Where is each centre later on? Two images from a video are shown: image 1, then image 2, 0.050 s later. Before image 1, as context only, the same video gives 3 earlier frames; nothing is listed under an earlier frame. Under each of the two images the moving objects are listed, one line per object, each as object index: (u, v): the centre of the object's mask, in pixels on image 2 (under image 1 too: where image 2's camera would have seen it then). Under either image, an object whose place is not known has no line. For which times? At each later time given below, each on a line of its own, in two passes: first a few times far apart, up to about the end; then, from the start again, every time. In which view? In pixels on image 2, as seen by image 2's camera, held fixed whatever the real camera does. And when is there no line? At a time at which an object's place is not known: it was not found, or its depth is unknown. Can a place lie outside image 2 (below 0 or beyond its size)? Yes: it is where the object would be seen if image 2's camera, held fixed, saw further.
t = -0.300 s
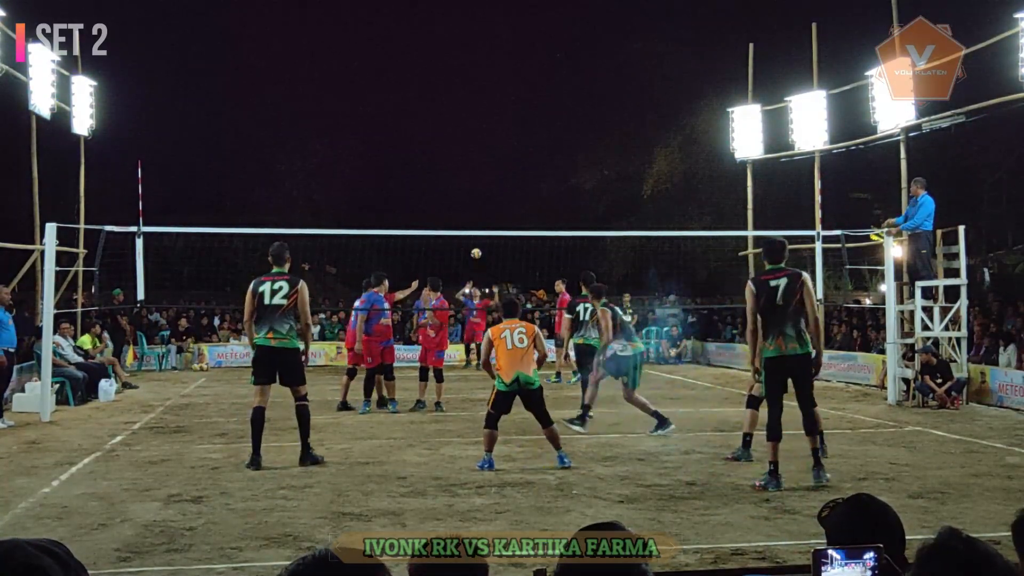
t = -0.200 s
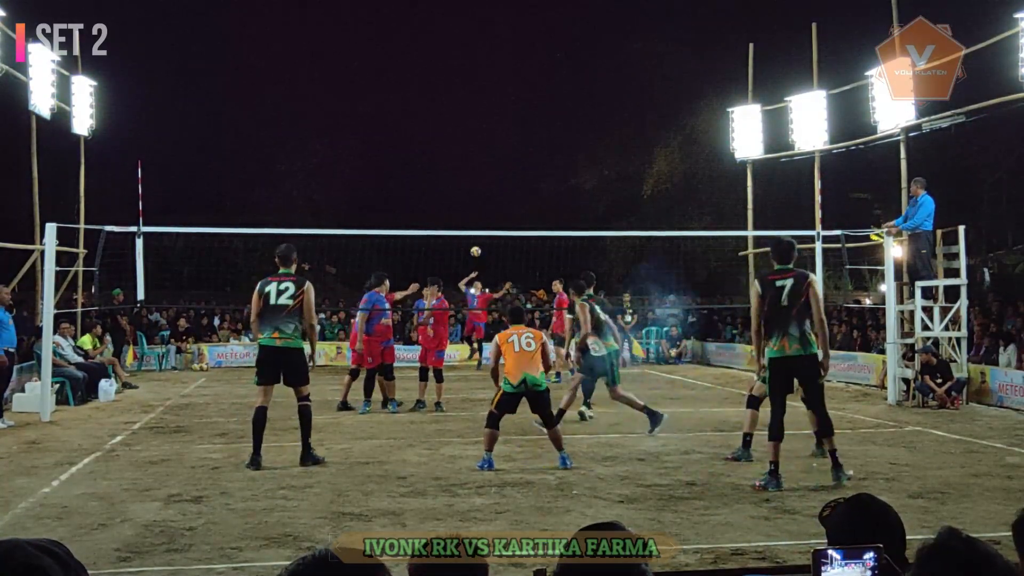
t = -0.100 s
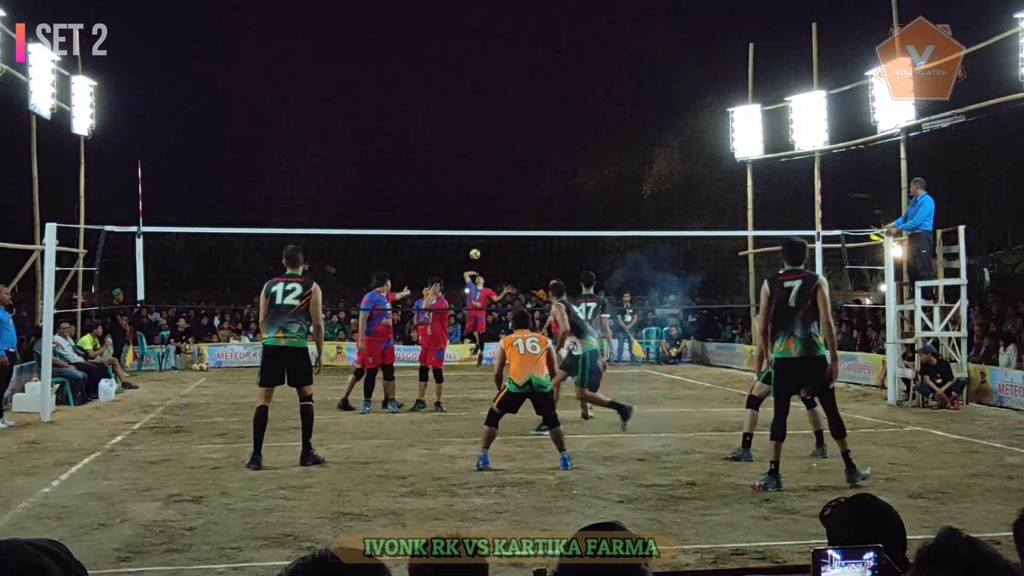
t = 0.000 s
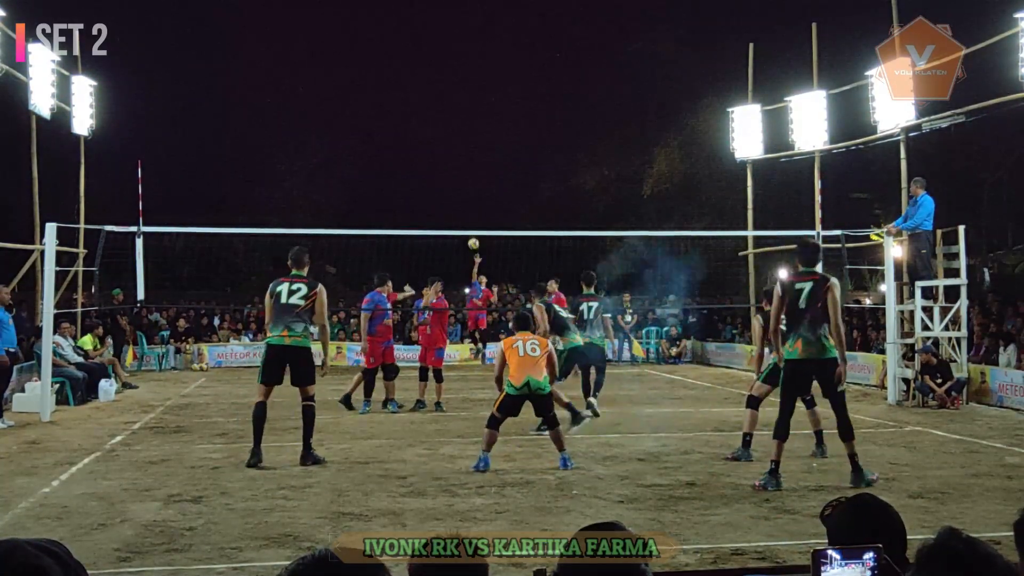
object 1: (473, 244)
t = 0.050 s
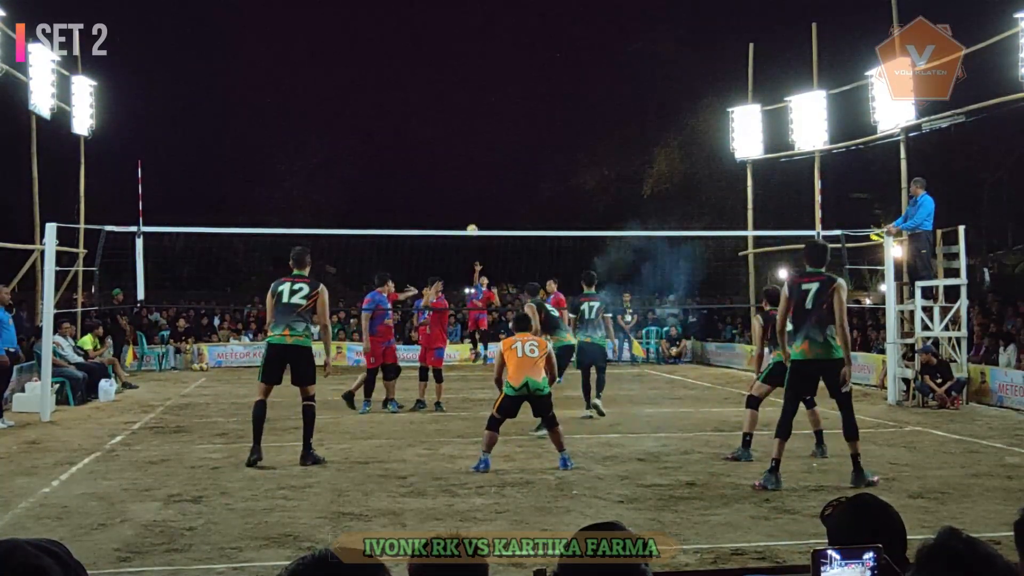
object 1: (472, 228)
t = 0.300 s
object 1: (470, 173)
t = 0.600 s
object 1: (457, 137)
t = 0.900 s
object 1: (427, 153)
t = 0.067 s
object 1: (472, 225)
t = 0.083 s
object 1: (471, 221)
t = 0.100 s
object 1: (471, 217)
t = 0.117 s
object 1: (471, 213)
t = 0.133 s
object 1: (471, 209)
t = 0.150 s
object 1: (471, 205)
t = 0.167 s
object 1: (471, 201)
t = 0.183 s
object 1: (471, 197)
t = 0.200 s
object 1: (471, 194)
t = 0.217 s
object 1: (471, 190)
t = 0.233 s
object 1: (471, 186)
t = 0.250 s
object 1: (471, 183)
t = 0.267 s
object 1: (471, 180)
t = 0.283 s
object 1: (470, 176)
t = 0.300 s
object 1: (470, 173)
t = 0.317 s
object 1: (470, 170)
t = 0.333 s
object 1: (470, 167)
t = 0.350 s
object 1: (469, 165)
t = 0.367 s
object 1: (469, 162)
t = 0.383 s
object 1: (468, 159)
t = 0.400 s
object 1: (468, 157)
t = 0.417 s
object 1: (467, 155)
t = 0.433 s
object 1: (466, 153)
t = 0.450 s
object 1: (466, 150)
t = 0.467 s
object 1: (465, 148)
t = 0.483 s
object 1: (464, 147)
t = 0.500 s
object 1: (463, 145)
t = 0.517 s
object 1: (462, 143)
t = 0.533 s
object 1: (461, 142)
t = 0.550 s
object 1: (460, 140)
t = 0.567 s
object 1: (459, 139)
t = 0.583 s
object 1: (458, 138)
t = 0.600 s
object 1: (457, 137)
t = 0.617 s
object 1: (455, 137)
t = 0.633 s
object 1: (454, 136)
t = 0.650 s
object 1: (453, 136)
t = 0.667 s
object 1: (451, 136)
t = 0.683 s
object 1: (450, 136)
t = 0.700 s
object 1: (448, 136)
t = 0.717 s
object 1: (447, 136)
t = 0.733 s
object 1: (446, 136)
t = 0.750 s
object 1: (444, 137)
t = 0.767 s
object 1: (442, 138)
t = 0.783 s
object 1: (441, 139)
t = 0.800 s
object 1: (439, 140)
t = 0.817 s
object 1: (437, 141)
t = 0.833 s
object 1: (435, 143)
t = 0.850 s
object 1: (433, 145)
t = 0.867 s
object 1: (431, 148)
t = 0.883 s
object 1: (429, 150)
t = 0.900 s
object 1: (427, 153)
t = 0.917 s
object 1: (425, 157)
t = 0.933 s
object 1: (423, 160)
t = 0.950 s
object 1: (420, 164)
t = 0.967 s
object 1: (418, 168)
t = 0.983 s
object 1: (415, 173)
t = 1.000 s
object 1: (413, 178)
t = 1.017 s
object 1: (410, 183)
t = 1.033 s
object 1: (407, 189)
